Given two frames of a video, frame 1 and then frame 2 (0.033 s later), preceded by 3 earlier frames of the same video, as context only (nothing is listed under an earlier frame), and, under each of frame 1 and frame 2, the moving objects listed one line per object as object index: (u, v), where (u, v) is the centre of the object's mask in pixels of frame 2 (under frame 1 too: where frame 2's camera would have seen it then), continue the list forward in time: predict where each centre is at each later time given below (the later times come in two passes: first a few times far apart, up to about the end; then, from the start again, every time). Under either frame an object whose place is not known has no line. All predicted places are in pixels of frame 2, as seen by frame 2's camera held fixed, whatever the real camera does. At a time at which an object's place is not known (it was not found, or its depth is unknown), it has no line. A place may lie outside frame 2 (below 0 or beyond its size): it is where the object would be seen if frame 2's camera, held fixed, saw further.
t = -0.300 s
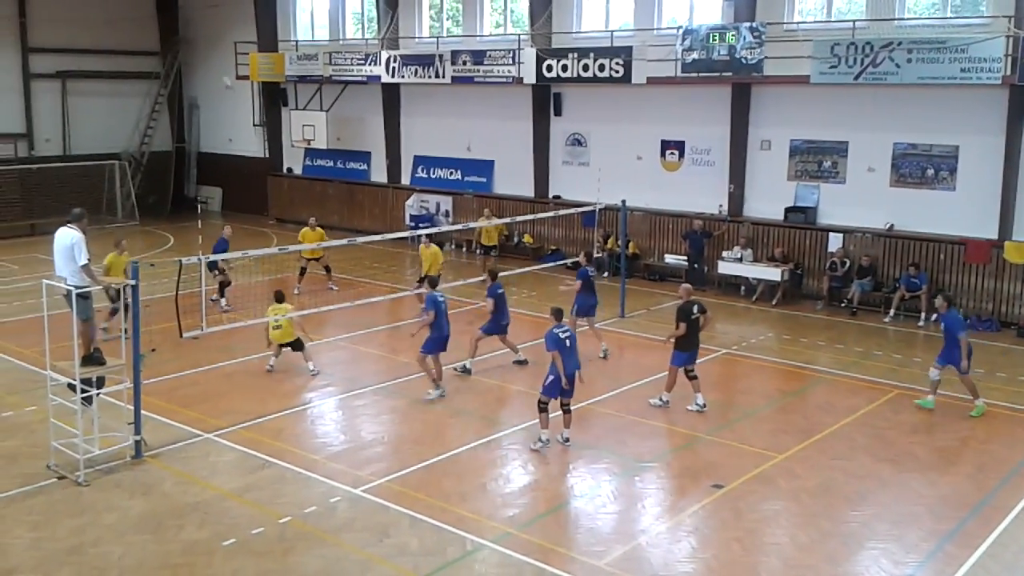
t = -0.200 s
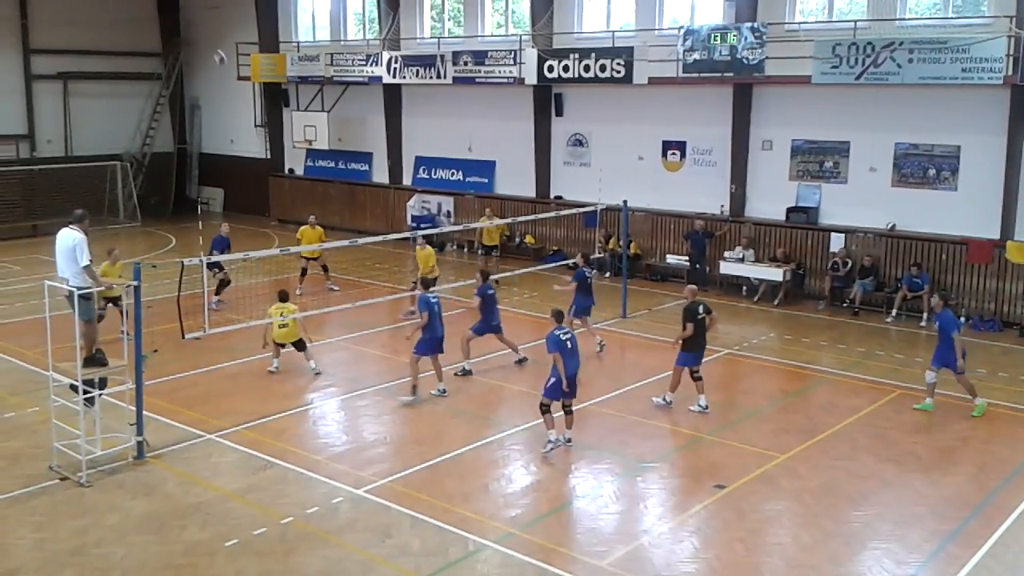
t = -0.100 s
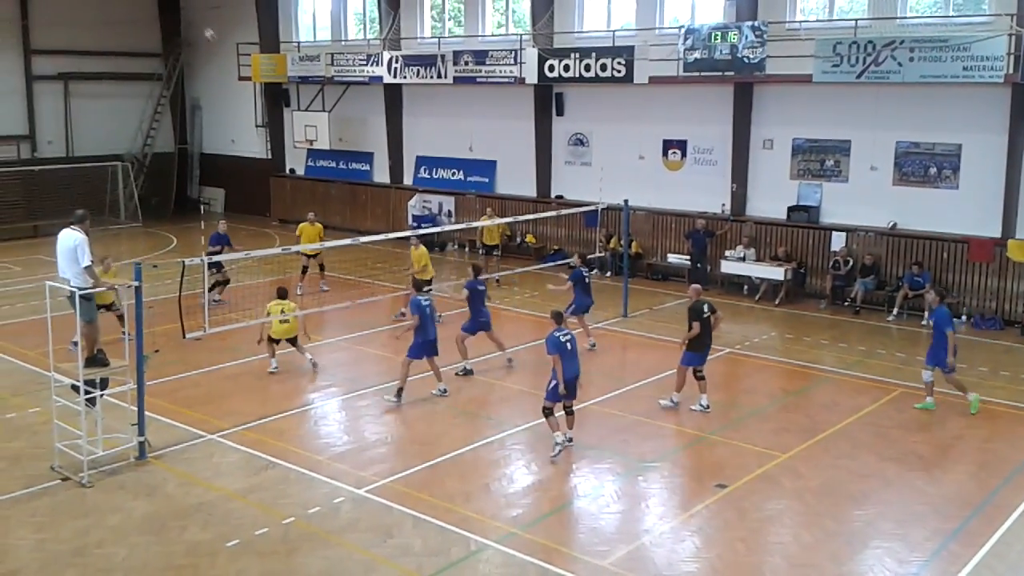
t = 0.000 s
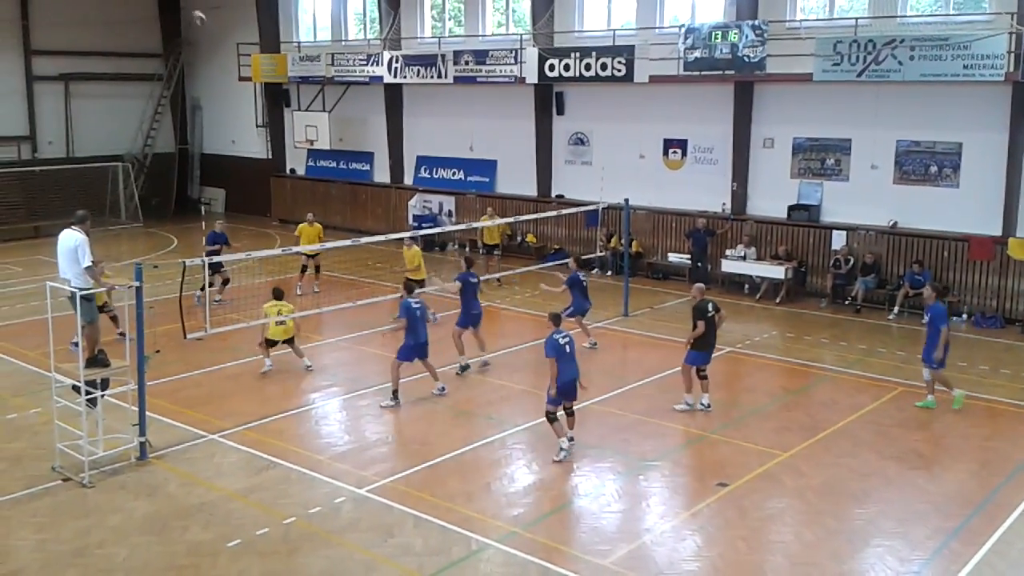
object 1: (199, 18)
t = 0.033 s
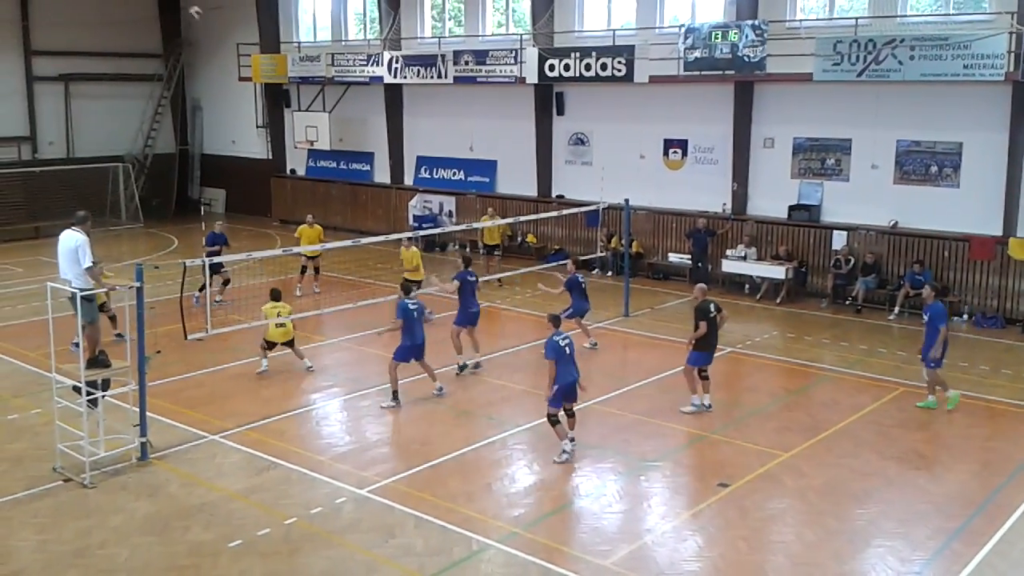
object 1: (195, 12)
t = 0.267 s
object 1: (169, -3)
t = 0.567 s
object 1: (135, 20)
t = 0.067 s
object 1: (191, 8)
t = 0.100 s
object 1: (187, 4)
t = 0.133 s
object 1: (184, 3)
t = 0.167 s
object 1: (181, 1)
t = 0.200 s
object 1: (177, 0)
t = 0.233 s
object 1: (173, -2)
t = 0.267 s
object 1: (169, -3)
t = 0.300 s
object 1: (165, -3)
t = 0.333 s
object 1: (162, -3)
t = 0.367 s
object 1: (157, -3)
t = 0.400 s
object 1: (154, 0)
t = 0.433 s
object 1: (149, 3)
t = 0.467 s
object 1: (146, 6)
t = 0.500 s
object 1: (142, 10)
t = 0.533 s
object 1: (137, 15)
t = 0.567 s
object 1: (135, 20)
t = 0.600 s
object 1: (130, 27)
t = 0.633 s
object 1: (127, 34)
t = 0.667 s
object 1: (123, 42)
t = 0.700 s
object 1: (118, 51)
